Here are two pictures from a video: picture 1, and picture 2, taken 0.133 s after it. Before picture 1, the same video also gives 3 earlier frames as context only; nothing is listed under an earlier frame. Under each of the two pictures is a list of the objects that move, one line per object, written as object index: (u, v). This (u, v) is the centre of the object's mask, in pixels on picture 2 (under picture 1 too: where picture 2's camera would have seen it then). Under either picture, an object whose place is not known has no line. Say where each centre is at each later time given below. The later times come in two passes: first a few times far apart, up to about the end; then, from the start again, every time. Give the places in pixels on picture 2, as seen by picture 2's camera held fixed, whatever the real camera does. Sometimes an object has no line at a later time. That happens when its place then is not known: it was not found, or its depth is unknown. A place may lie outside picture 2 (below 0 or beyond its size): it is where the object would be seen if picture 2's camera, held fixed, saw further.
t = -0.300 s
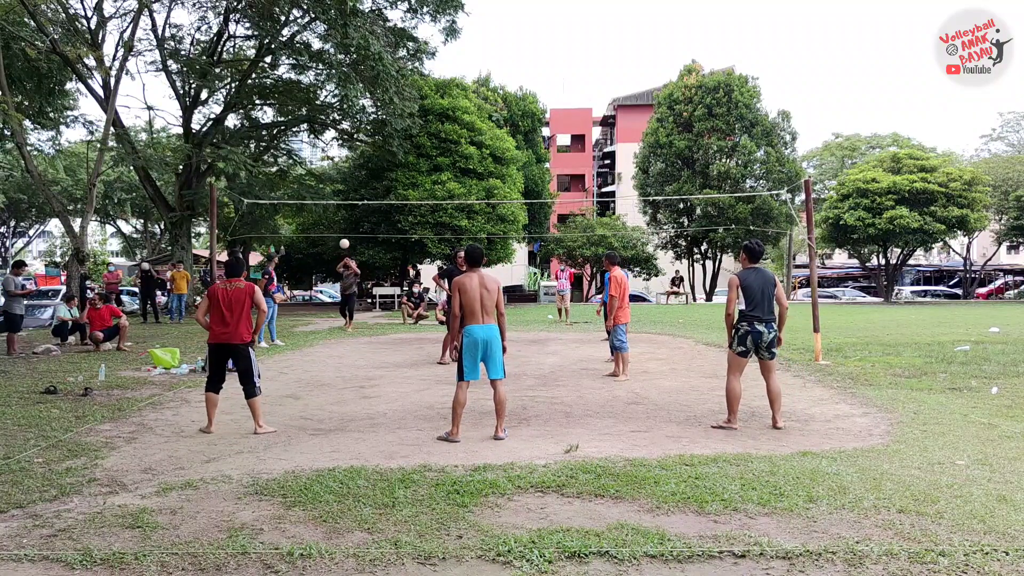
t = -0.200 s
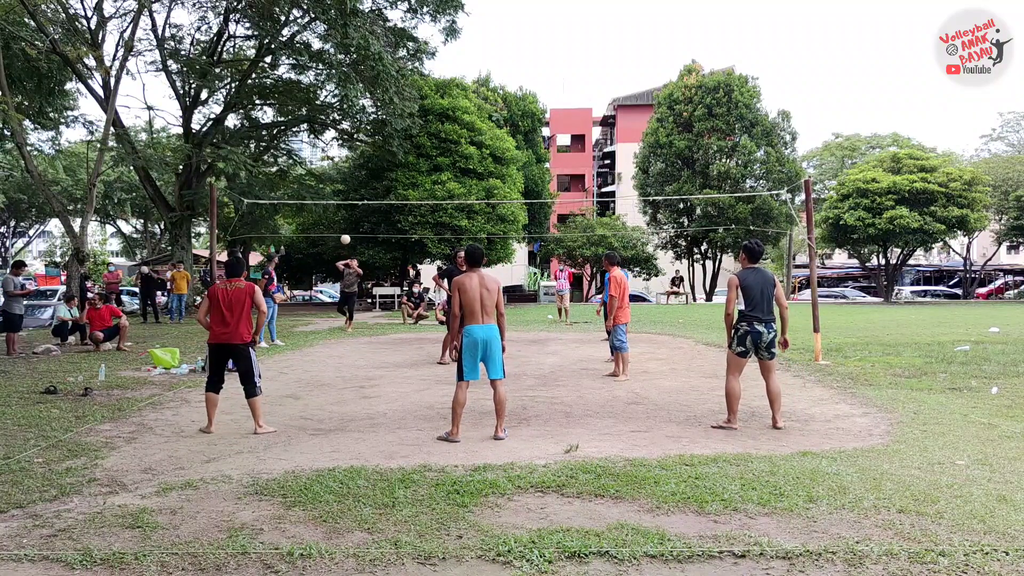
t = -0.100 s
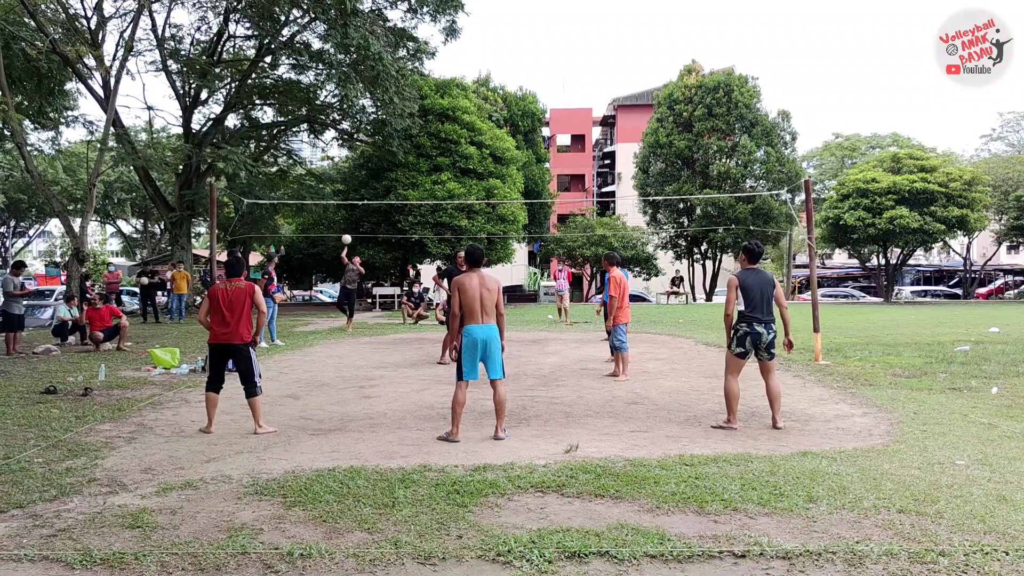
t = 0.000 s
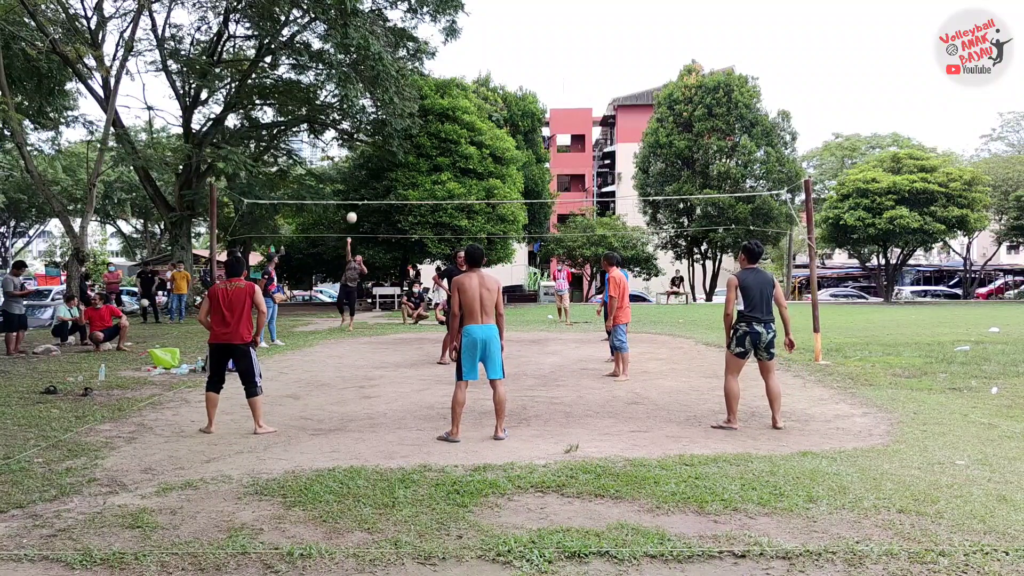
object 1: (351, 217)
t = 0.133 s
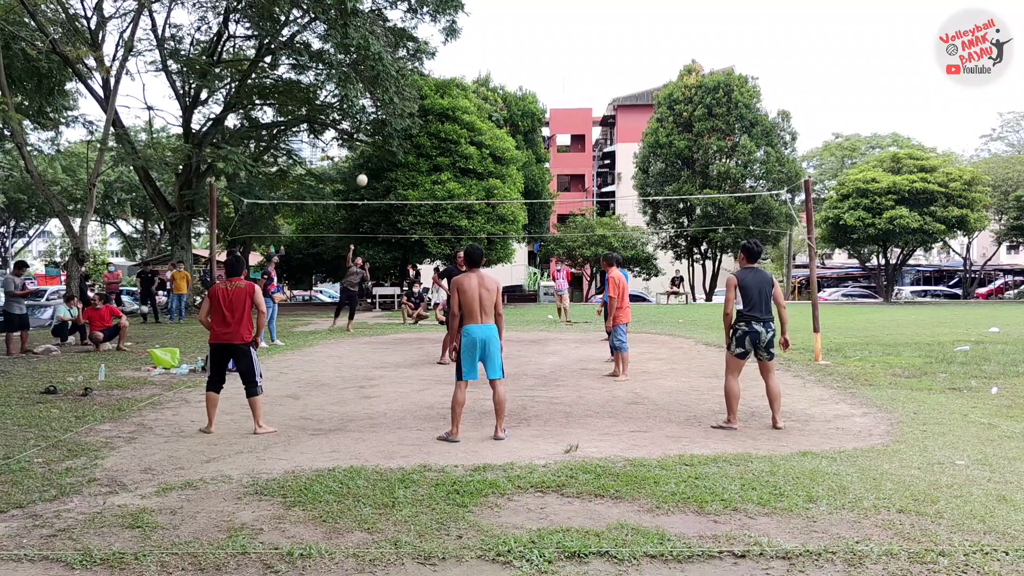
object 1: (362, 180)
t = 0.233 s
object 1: (370, 155)
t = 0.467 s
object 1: (390, 105)
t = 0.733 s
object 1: (413, 73)
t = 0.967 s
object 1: (437, 81)
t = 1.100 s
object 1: (453, 111)
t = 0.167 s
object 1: (365, 171)
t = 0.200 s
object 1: (367, 163)
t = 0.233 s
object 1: (370, 155)
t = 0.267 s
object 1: (373, 147)
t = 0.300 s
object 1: (376, 139)
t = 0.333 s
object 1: (379, 132)
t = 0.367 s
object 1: (382, 125)
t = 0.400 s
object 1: (384, 118)
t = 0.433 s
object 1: (387, 111)
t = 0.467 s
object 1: (390, 105)
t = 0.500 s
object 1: (393, 99)
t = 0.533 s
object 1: (396, 94)
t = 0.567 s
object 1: (398, 89)
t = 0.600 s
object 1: (401, 85)
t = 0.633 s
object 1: (404, 81)
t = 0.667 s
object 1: (407, 78)
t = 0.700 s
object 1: (410, 76)
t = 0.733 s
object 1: (413, 73)
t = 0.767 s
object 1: (416, 72)
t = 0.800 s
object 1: (419, 71)
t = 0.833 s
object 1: (422, 72)
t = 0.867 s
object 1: (426, 73)
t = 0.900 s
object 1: (430, 75)
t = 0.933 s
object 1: (434, 79)
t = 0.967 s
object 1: (437, 81)
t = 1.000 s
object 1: (442, 87)
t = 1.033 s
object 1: (445, 94)
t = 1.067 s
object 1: (449, 102)
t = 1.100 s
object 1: (453, 111)
